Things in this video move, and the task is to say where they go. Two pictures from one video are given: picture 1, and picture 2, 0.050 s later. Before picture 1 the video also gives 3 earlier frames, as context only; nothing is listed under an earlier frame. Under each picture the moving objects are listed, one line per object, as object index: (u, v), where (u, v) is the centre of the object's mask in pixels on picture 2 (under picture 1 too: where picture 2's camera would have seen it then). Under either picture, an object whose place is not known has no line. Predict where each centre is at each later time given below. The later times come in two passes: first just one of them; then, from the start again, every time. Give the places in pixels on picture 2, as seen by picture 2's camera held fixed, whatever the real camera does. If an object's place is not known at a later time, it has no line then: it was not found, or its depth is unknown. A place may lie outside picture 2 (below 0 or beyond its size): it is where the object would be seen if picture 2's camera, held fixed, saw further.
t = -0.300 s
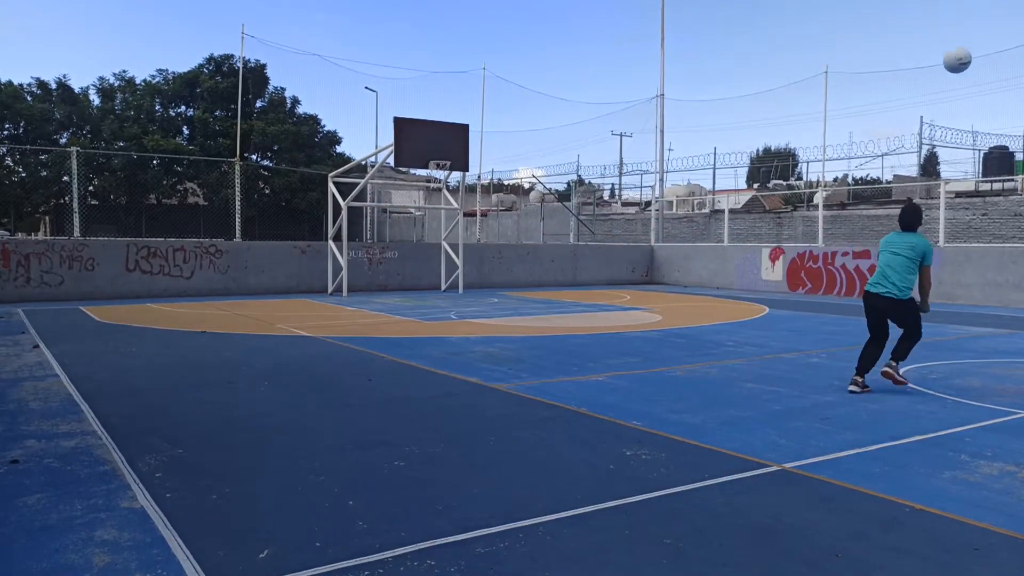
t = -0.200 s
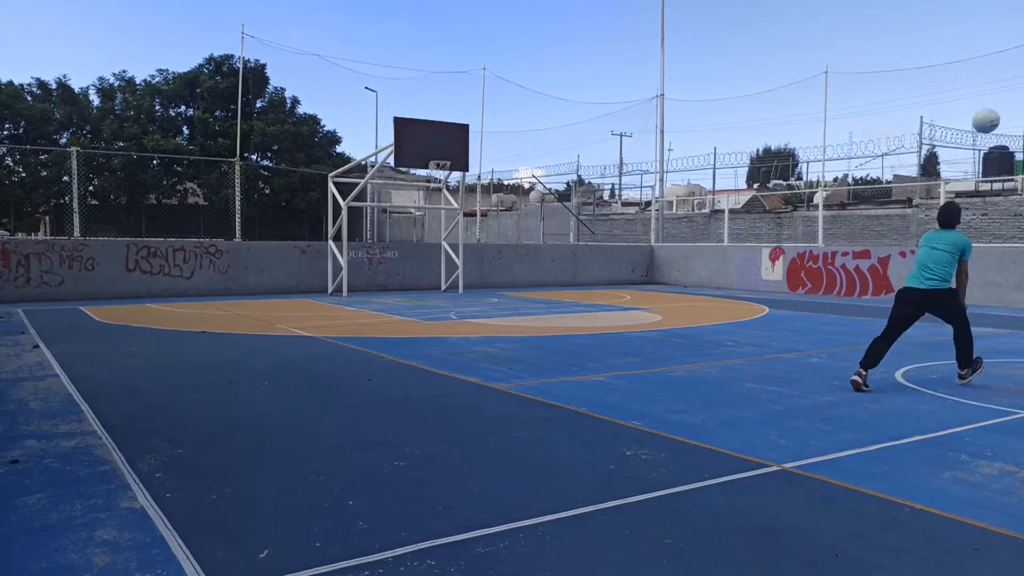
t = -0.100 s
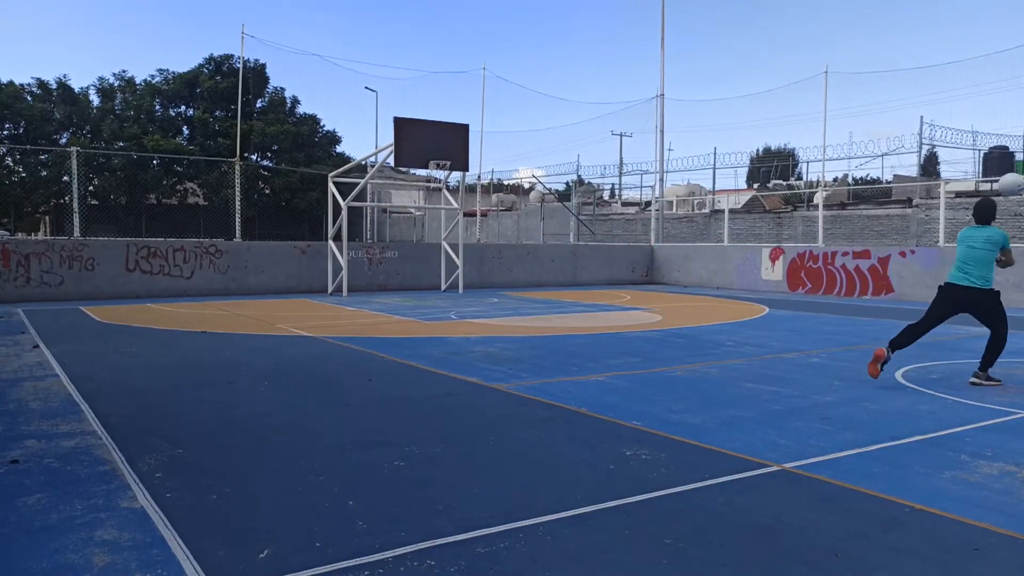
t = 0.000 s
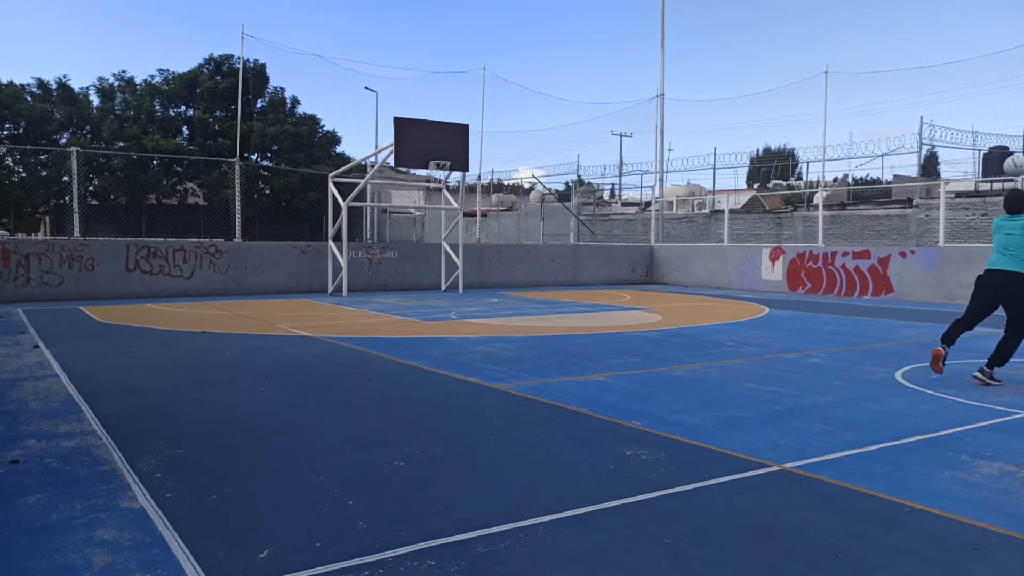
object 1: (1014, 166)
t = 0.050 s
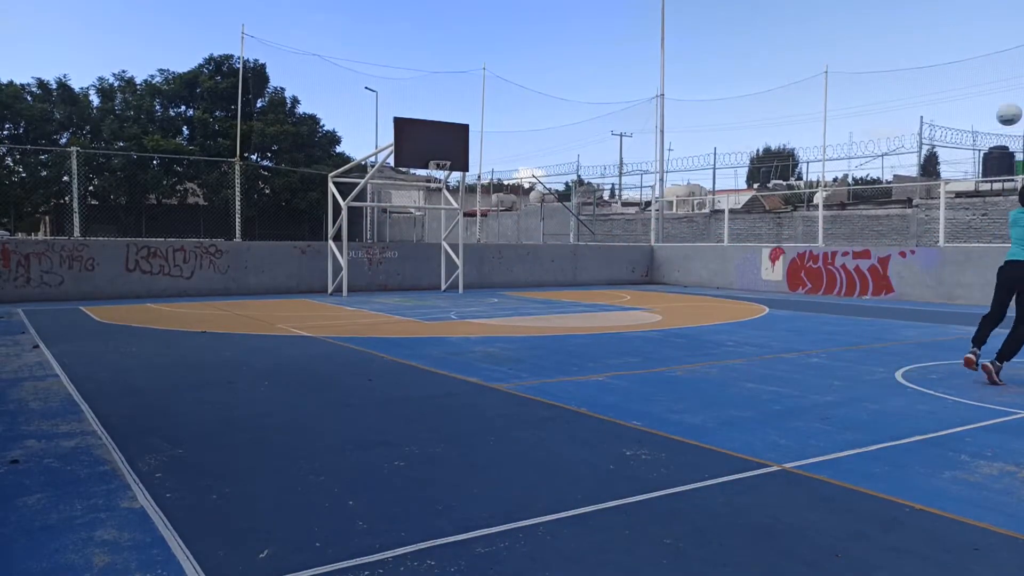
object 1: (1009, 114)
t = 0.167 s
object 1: (992, 10)
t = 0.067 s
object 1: (1006, 99)
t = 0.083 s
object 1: (1004, 83)
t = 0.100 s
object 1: (1001, 68)
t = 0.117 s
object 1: (1000, 53)
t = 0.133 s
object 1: (997, 38)
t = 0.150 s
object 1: (994, 24)
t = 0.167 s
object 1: (992, 10)
